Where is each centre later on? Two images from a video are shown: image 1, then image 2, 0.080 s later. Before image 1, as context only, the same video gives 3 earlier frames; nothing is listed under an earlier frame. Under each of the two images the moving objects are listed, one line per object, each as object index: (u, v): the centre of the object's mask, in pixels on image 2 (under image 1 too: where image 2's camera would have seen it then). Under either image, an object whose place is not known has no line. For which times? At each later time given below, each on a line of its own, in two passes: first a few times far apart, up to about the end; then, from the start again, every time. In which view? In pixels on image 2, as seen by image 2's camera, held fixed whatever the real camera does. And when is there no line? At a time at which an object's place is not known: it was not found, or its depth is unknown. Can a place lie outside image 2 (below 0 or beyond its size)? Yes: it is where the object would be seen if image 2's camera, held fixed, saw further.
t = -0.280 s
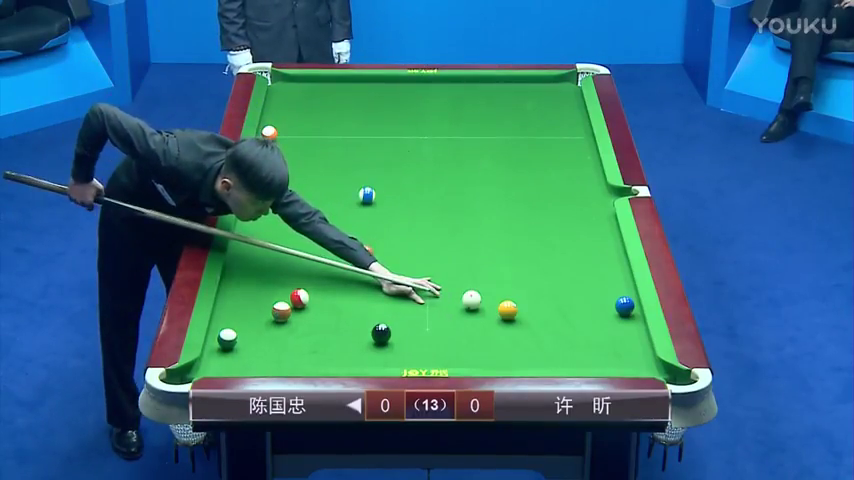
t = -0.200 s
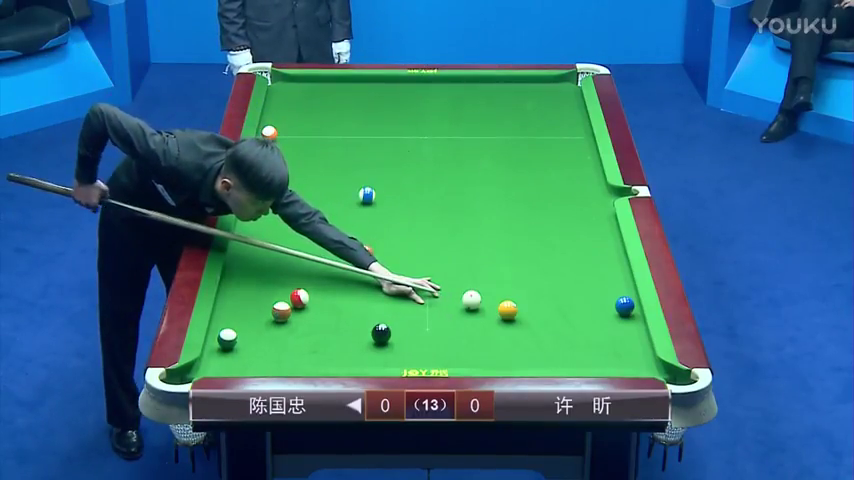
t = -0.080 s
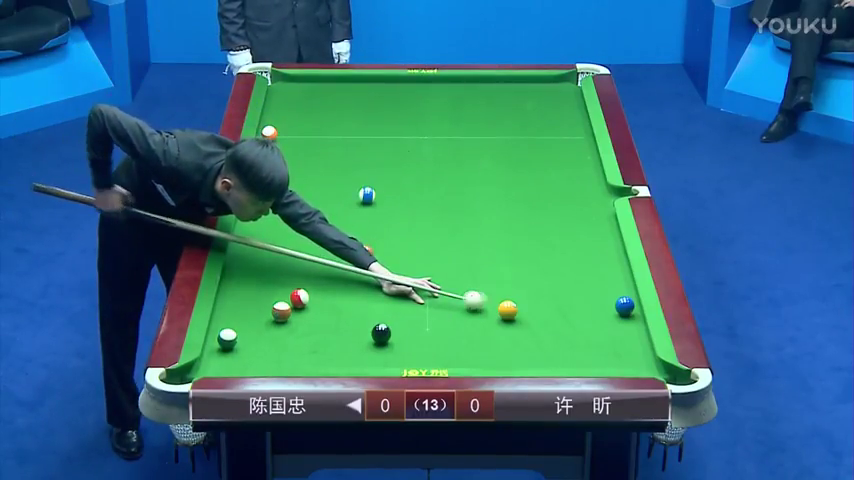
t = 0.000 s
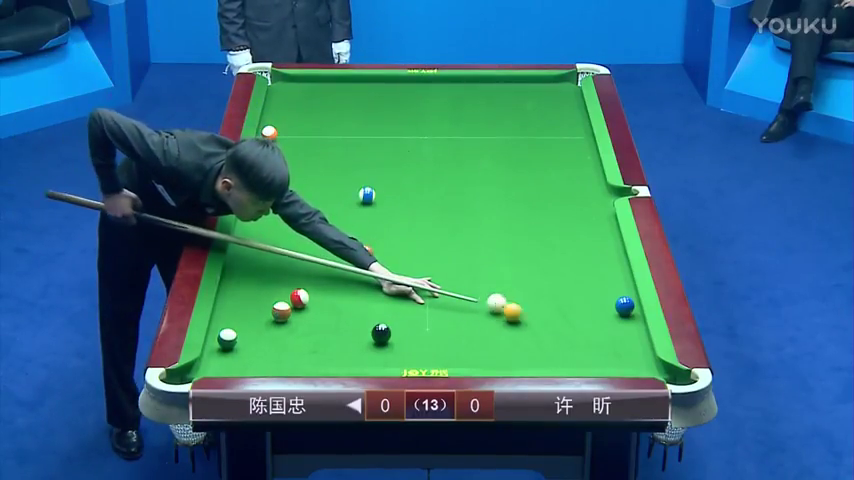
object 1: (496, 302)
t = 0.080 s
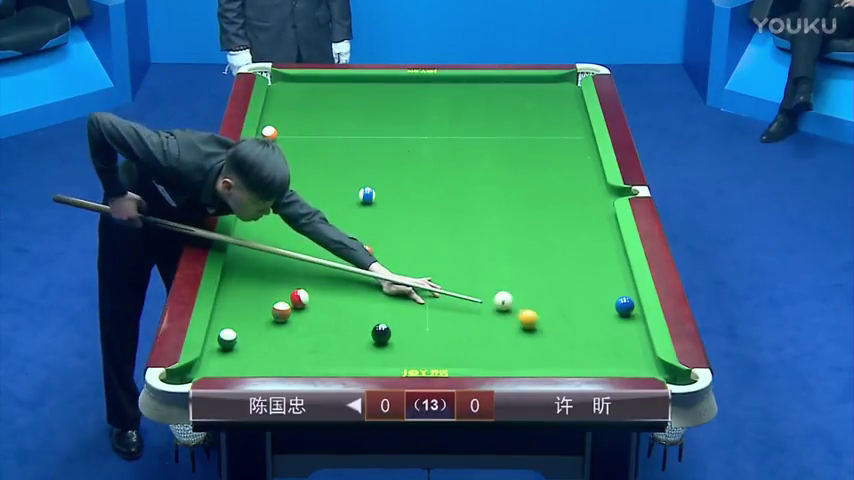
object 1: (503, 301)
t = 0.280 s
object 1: (519, 295)
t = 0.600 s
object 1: (543, 287)
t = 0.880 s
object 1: (562, 280)
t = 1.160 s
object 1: (579, 275)
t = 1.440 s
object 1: (595, 270)
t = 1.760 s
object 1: (610, 265)
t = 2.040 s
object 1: (619, 262)
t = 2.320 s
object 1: (612, 260)
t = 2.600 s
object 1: (608, 259)
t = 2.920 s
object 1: (605, 257)
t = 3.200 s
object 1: (604, 257)
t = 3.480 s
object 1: (604, 257)
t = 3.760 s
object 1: (604, 257)
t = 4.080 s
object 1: (604, 257)
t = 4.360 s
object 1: (604, 257)
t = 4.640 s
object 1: (604, 257)
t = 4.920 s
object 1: (604, 257)
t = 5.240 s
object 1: (604, 257)
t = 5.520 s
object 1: (604, 257)
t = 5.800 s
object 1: (605, 257)
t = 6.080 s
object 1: (605, 257)
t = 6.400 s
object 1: (605, 257)
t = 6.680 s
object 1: (605, 257)
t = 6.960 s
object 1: (605, 257)
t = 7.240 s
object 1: (605, 257)
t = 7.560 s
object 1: (605, 257)
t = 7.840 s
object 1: (605, 257)
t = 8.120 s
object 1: (605, 257)
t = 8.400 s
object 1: (605, 257)
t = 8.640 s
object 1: (604, 257)
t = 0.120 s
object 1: (506, 300)
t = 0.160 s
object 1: (510, 298)
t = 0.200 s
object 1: (513, 297)
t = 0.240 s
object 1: (516, 296)
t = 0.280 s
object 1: (519, 295)
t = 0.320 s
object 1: (522, 294)
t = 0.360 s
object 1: (525, 293)
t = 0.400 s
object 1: (528, 292)
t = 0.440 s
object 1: (531, 291)
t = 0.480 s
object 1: (534, 290)
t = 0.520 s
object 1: (537, 289)
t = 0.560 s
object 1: (540, 288)
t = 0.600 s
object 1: (543, 287)
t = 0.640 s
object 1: (546, 286)
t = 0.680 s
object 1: (548, 285)
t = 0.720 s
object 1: (551, 284)
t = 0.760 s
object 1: (554, 283)
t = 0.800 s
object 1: (557, 282)
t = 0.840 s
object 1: (559, 281)
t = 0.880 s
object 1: (562, 280)
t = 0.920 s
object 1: (565, 280)
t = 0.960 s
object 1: (567, 279)
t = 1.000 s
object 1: (569, 278)
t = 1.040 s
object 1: (572, 277)
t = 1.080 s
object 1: (574, 277)
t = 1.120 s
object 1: (577, 276)
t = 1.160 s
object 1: (579, 275)
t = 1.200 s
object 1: (581, 274)
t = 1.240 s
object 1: (584, 273)
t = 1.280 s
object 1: (586, 273)
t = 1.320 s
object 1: (588, 272)
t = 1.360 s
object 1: (590, 271)
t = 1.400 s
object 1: (592, 271)
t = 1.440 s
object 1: (595, 270)
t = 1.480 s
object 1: (597, 270)
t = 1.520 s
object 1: (599, 269)
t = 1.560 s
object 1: (601, 268)
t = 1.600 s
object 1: (603, 268)
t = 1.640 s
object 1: (604, 267)
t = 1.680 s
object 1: (606, 267)
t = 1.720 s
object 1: (608, 266)
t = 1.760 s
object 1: (610, 265)
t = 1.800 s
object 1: (612, 265)
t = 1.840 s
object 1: (614, 264)
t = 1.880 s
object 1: (615, 264)
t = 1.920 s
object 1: (617, 263)
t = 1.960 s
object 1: (618, 263)
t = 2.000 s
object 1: (620, 262)
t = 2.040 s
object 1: (619, 262)
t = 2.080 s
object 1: (618, 262)
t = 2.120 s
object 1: (617, 261)
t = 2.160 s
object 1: (616, 261)
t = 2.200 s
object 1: (615, 261)
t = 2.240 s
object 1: (614, 261)
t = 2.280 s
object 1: (613, 260)
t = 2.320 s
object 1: (612, 260)
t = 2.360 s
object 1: (611, 260)
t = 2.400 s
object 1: (611, 259)
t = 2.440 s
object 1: (610, 259)
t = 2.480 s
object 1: (609, 259)
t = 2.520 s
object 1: (609, 259)
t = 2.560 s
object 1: (608, 259)
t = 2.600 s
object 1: (608, 259)
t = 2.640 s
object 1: (607, 258)
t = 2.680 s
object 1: (607, 258)
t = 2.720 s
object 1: (606, 258)
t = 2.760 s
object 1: (606, 258)
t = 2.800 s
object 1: (606, 258)
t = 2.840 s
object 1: (605, 258)
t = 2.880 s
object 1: (605, 258)
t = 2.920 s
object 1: (605, 257)
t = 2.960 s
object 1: (605, 257)
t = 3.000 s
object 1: (604, 257)
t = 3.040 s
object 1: (604, 257)
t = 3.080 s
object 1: (604, 257)
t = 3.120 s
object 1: (604, 257)
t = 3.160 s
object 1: (604, 257)
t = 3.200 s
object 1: (604, 257)
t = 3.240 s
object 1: (604, 257)
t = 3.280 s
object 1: (604, 257)
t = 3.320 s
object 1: (604, 257)
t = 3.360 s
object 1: (604, 257)
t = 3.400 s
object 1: (604, 257)
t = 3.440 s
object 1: (604, 257)
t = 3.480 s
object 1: (604, 257)
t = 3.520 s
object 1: (604, 257)
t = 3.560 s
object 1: (604, 257)
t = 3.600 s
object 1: (604, 257)
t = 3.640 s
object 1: (604, 257)
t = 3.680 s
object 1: (604, 257)
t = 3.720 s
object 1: (604, 257)
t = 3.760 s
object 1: (604, 257)
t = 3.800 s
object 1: (604, 257)
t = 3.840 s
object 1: (604, 257)
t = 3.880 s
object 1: (604, 257)
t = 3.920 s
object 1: (604, 257)
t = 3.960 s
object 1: (604, 257)
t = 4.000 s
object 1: (604, 257)
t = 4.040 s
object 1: (604, 257)
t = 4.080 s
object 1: (604, 257)
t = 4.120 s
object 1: (604, 257)
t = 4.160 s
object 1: (604, 257)
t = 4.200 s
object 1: (604, 257)
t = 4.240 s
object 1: (604, 257)
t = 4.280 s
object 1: (604, 257)
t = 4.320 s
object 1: (604, 257)
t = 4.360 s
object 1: (604, 257)
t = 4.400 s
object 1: (604, 257)
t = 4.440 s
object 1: (604, 257)
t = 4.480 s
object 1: (604, 257)
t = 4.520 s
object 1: (604, 257)
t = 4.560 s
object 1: (604, 257)
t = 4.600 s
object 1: (604, 257)
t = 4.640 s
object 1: (604, 257)
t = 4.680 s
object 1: (604, 257)
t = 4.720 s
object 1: (604, 257)
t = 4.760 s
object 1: (604, 257)
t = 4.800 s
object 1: (604, 257)
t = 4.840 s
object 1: (604, 257)
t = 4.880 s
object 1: (604, 257)
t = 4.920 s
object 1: (604, 257)
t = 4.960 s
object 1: (604, 257)
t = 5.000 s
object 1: (604, 257)
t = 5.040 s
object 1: (604, 257)
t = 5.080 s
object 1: (604, 257)
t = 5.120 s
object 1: (604, 257)
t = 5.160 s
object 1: (604, 257)
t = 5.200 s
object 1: (604, 257)
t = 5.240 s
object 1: (604, 257)
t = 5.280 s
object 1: (604, 257)
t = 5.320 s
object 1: (604, 257)
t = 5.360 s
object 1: (604, 257)
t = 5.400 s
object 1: (604, 257)
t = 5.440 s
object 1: (604, 257)
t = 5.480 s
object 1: (604, 257)
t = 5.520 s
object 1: (604, 257)
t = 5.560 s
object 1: (604, 257)
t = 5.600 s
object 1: (604, 257)
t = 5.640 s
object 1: (604, 257)
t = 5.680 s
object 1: (604, 257)
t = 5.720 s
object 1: (604, 257)
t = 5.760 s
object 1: (604, 257)
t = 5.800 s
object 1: (605, 257)
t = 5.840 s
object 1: (605, 257)
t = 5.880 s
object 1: (605, 257)
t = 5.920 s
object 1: (605, 257)
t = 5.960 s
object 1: (605, 257)
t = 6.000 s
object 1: (605, 257)
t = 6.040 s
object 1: (605, 257)
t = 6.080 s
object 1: (605, 257)
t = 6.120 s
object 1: (605, 257)
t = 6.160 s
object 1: (605, 257)
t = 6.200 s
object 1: (605, 257)
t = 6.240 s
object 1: (605, 257)
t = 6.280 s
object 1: (605, 257)
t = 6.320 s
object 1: (605, 257)
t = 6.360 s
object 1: (605, 257)
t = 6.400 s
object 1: (605, 257)
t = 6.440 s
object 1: (605, 257)
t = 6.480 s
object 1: (605, 257)
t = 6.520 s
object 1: (605, 257)
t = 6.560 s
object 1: (605, 257)
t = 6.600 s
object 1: (605, 257)
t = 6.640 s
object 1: (605, 257)
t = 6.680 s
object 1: (605, 257)
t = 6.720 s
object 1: (605, 257)
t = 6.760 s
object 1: (605, 257)
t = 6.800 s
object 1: (605, 257)
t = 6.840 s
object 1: (605, 257)
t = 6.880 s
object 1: (605, 257)
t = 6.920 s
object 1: (605, 257)
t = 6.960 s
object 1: (605, 257)
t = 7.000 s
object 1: (605, 257)
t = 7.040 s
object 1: (605, 257)
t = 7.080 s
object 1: (605, 257)
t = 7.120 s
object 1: (605, 257)
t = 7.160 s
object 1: (605, 257)
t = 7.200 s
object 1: (605, 257)
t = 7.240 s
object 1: (605, 257)
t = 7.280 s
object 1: (605, 257)
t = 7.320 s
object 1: (605, 257)
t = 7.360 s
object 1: (605, 257)
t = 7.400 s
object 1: (605, 257)
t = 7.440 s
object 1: (605, 257)
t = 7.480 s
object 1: (605, 257)
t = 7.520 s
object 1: (605, 257)
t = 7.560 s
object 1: (605, 257)
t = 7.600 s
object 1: (605, 257)
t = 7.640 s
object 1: (605, 257)
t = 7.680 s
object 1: (605, 257)
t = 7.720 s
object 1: (605, 257)
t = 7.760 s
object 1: (605, 257)
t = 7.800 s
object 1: (605, 257)
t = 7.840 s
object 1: (605, 257)
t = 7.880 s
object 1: (605, 257)
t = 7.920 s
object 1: (605, 257)
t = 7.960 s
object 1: (605, 257)
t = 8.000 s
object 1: (605, 257)
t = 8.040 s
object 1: (605, 257)
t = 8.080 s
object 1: (605, 257)
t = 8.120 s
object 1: (605, 257)
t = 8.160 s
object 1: (605, 257)
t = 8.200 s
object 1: (605, 257)
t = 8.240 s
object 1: (604, 257)
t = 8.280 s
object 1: (604, 257)
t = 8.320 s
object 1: (604, 257)
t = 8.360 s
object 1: (604, 257)
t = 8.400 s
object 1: (605, 257)
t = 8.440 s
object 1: (604, 257)
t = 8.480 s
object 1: (604, 257)
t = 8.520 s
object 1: (604, 257)
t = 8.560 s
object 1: (604, 257)
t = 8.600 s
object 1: (604, 257)
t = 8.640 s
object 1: (604, 257)
